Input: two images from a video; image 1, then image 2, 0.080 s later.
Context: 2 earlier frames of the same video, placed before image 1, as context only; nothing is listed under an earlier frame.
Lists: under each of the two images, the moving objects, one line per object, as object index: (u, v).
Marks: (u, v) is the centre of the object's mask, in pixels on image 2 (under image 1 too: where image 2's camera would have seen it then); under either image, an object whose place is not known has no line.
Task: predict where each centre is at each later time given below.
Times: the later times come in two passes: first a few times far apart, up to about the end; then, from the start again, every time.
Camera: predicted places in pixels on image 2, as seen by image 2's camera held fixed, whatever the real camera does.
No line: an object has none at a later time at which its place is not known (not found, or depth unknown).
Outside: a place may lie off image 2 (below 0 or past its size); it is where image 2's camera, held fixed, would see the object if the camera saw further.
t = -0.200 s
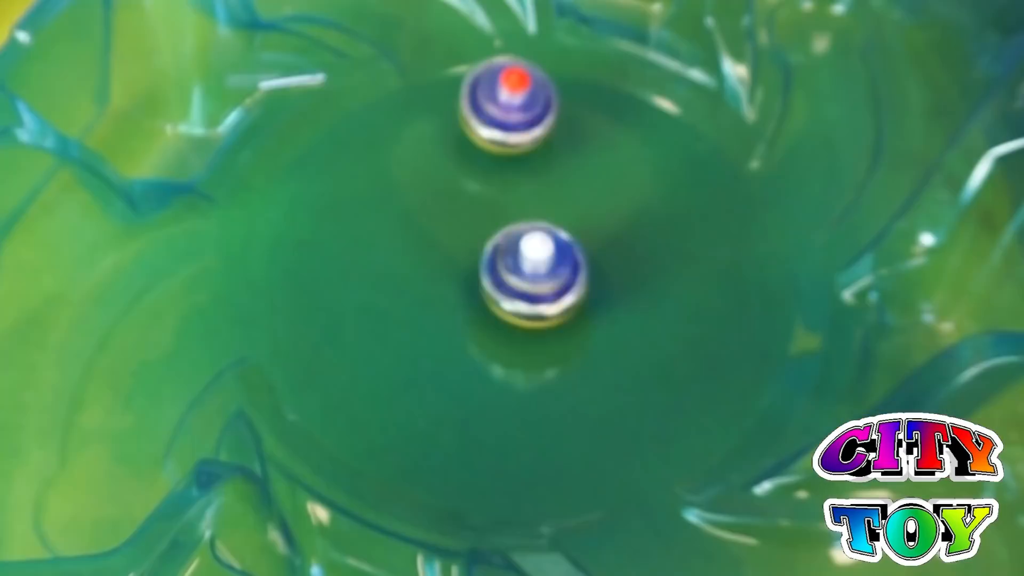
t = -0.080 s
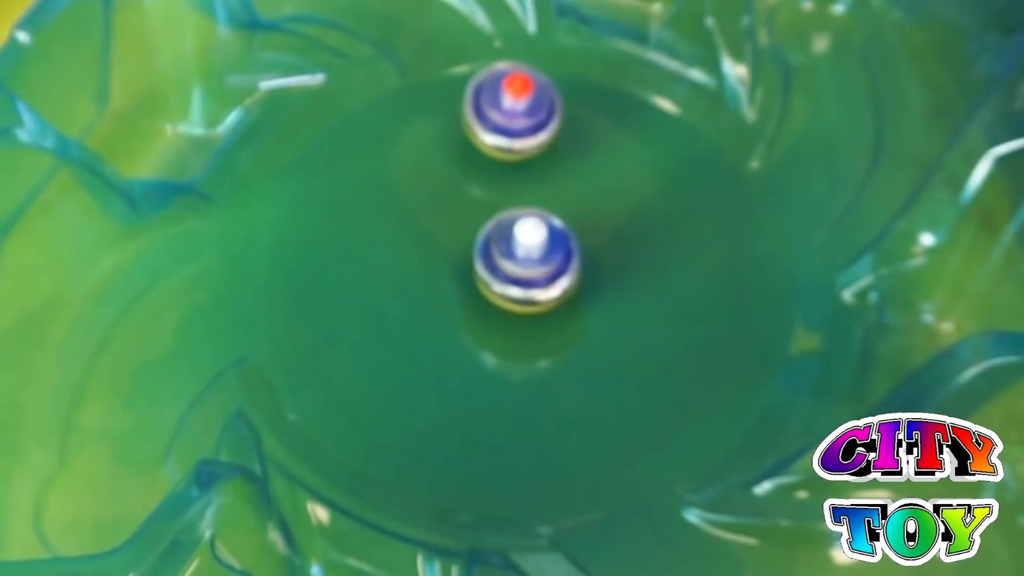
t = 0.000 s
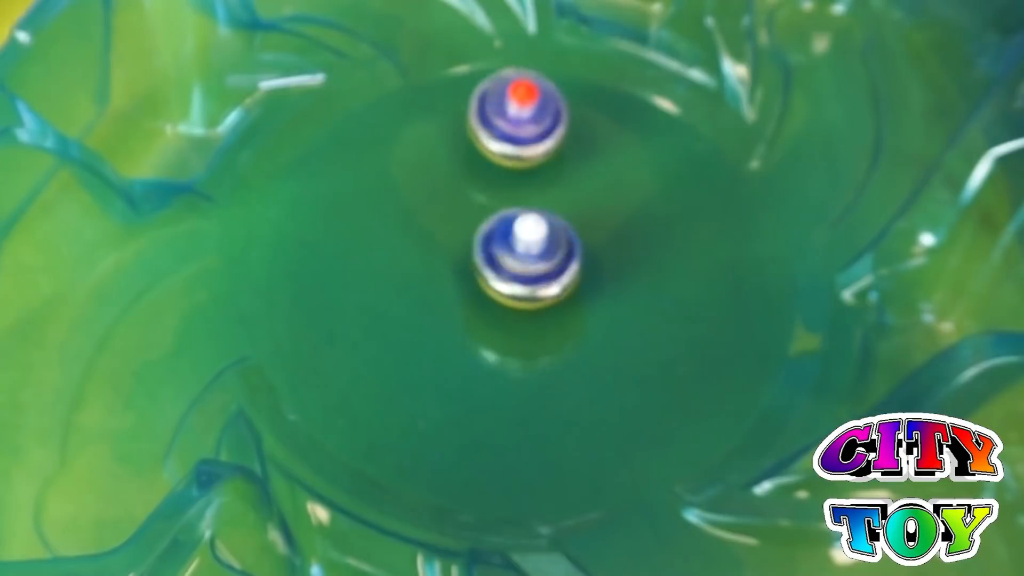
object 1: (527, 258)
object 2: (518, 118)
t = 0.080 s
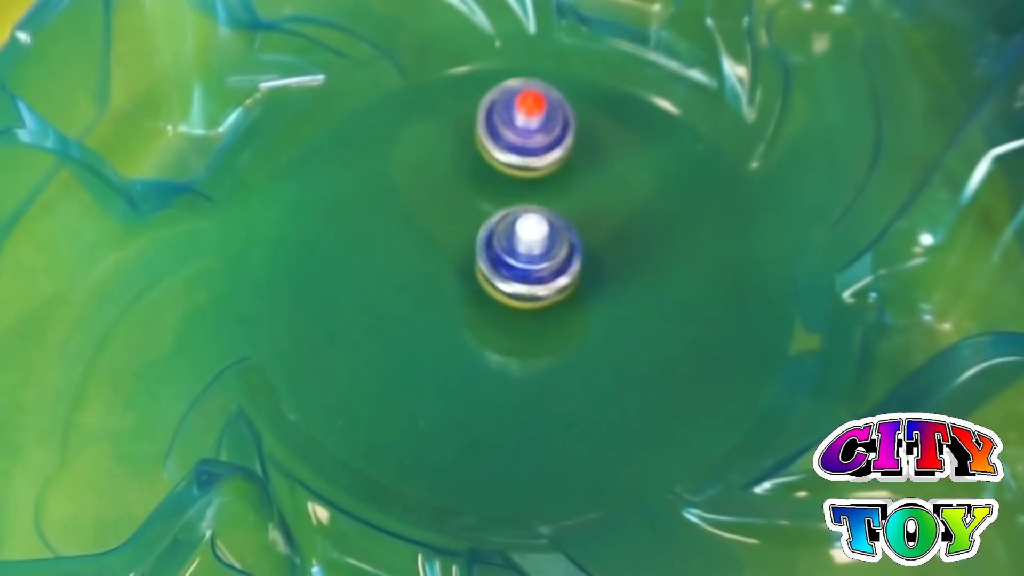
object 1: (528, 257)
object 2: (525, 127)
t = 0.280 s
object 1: (536, 262)
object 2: (548, 161)
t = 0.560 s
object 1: (515, 297)
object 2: (595, 171)
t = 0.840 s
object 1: (521, 271)
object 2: (618, 206)
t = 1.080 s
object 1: (528, 285)
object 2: (632, 234)
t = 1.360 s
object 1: (476, 284)
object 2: (670, 250)
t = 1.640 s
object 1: (507, 259)
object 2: (709, 280)
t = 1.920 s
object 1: (526, 262)
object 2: (697, 325)
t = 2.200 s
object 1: (531, 270)
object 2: (669, 367)
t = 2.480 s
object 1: (542, 279)
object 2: (644, 412)
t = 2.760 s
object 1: (537, 274)
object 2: (608, 449)
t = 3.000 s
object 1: (536, 277)
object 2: (559, 467)
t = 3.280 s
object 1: (531, 283)
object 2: (491, 476)
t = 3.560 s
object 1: (527, 290)
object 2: (423, 458)
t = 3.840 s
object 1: (529, 293)
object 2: (371, 419)
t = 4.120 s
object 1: (533, 288)
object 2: (365, 354)
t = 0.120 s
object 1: (530, 257)
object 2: (529, 133)
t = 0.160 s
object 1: (531, 258)
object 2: (534, 140)
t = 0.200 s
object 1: (532, 258)
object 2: (539, 147)
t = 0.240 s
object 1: (534, 260)
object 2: (543, 154)
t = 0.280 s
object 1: (536, 262)
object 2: (548, 161)
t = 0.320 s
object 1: (537, 263)
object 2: (553, 168)
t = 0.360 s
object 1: (535, 276)
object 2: (561, 170)
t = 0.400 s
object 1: (531, 291)
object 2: (570, 167)
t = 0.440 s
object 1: (525, 299)
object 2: (578, 166)
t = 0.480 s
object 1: (522, 303)
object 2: (584, 167)
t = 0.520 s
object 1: (519, 301)
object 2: (590, 169)
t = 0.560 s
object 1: (515, 297)
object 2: (595, 171)
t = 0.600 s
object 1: (515, 291)
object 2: (599, 175)
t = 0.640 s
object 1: (515, 283)
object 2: (603, 179)
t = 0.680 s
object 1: (514, 278)
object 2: (606, 185)
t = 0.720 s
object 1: (516, 274)
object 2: (609, 190)
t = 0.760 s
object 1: (518, 271)
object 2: (613, 195)
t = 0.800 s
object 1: (520, 271)
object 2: (615, 201)
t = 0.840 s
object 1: (521, 271)
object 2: (618, 206)
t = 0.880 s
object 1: (523, 271)
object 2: (621, 212)
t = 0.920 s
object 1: (525, 274)
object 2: (624, 217)
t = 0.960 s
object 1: (525, 276)
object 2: (627, 221)
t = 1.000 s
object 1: (527, 278)
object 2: (629, 226)
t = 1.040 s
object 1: (528, 281)
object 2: (631, 230)
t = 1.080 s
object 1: (528, 285)
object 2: (632, 234)
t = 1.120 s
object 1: (528, 286)
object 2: (633, 238)
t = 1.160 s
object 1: (528, 286)
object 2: (633, 242)
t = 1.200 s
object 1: (527, 287)
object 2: (632, 245)
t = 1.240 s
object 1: (525, 285)
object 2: (631, 248)
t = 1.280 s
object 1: (513, 286)
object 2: (640, 249)
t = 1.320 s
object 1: (491, 286)
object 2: (657, 249)
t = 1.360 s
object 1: (476, 284)
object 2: (670, 250)
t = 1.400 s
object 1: (468, 278)
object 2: (681, 252)
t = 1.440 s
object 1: (467, 274)
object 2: (689, 256)
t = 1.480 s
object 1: (472, 270)
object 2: (696, 260)
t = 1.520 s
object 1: (478, 266)
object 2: (701, 265)
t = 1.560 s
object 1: (488, 263)
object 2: (705, 270)
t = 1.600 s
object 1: (499, 261)
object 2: (707, 275)
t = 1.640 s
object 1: (507, 259)
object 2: (709, 280)
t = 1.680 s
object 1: (512, 258)
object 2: (709, 286)
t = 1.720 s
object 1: (516, 257)
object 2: (707, 292)
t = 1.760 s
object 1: (520, 258)
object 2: (706, 298)
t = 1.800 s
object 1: (522, 259)
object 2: (704, 305)
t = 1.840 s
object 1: (523, 260)
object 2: (702, 312)
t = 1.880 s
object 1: (525, 260)
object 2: (700, 318)
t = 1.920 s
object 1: (526, 262)
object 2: (697, 325)
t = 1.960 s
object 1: (527, 263)
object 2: (693, 331)
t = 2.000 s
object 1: (527, 265)
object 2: (689, 338)
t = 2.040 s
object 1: (528, 265)
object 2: (684, 343)
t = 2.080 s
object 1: (529, 266)
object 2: (680, 349)
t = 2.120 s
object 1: (530, 268)
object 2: (676, 355)
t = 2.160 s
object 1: (530, 269)
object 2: (672, 361)
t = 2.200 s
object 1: (531, 270)
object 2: (669, 367)
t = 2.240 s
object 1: (533, 271)
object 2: (664, 373)
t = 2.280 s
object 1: (534, 272)
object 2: (661, 379)
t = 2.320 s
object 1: (535, 275)
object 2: (658, 386)
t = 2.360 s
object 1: (536, 275)
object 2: (654, 393)
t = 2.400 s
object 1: (539, 277)
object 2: (651, 399)
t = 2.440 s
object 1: (541, 278)
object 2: (648, 406)
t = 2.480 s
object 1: (542, 279)
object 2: (644, 412)
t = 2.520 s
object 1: (540, 278)
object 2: (641, 418)
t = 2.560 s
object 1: (538, 277)
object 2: (637, 425)
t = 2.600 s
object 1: (536, 275)
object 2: (632, 430)
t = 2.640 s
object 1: (536, 276)
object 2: (627, 435)
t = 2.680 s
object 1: (535, 274)
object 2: (621, 441)
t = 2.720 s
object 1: (537, 275)
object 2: (615, 445)
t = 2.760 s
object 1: (537, 274)
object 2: (608, 449)
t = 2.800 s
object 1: (538, 275)
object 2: (602, 453)
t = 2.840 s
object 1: (537, 275)
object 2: (594, 456)
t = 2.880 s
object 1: (536, 275)
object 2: (586, 459)
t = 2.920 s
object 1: (536, 274)
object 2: (577, 462)
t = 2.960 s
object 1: (536, 275)
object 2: (569, 465)
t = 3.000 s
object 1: (536, 277)
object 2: (559, 467)
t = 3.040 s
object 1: (534, 277)
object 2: (550, 469)
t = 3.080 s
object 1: (534, 278)
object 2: (540, 470)
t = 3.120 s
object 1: (534, 278)
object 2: (530, 472)
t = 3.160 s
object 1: (534, 280)
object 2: (520, 473)
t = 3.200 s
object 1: (532, 281)
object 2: (510, 474)
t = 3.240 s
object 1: (531, 281)
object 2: (501, 475)
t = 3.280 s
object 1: (531, 283)
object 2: (491, 476)
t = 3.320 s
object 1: (530, 283)
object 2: (481, 475)
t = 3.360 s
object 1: (529, 285)
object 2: (471, 474)
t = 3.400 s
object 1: (528, 286)
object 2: (461, 472)
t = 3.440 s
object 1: (527, 286)
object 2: (452, 469)
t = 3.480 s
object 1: (527, 288)
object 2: (442, 465)
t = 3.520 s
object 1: (527, 288)
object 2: (433, 462)
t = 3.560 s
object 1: (527, 290)
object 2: (423, 458)
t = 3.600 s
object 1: (527, 289)
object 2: (414, 454)
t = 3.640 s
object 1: (527, 290)
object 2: (404, 448)
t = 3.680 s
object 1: (528, 291)
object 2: (397, 444)
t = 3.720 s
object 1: (529, 292)
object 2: (389, 438)
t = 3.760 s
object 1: (529, 293)
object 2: (382, 432)
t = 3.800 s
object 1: (528, 293)
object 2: (376, 427)
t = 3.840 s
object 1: (529, 293)
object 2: (371, 419)
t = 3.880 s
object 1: (530, 293)
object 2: (366, 412)
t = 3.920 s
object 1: (531, 293)
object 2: (362, 403)
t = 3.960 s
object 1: (530, 293)
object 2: (359, 394)
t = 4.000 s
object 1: (530, 291)
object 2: (358, 385)
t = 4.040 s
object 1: (531, 290)
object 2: (359, 375)
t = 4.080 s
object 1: (532, 289)
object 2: (361, 364)
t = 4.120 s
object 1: (533, 288)
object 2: (365, 354)
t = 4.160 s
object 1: (533, 287)
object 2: (370, 344)
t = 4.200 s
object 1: (533, 285)
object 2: (376, 334)
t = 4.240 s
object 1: (534, 284)
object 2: (383, 324)
